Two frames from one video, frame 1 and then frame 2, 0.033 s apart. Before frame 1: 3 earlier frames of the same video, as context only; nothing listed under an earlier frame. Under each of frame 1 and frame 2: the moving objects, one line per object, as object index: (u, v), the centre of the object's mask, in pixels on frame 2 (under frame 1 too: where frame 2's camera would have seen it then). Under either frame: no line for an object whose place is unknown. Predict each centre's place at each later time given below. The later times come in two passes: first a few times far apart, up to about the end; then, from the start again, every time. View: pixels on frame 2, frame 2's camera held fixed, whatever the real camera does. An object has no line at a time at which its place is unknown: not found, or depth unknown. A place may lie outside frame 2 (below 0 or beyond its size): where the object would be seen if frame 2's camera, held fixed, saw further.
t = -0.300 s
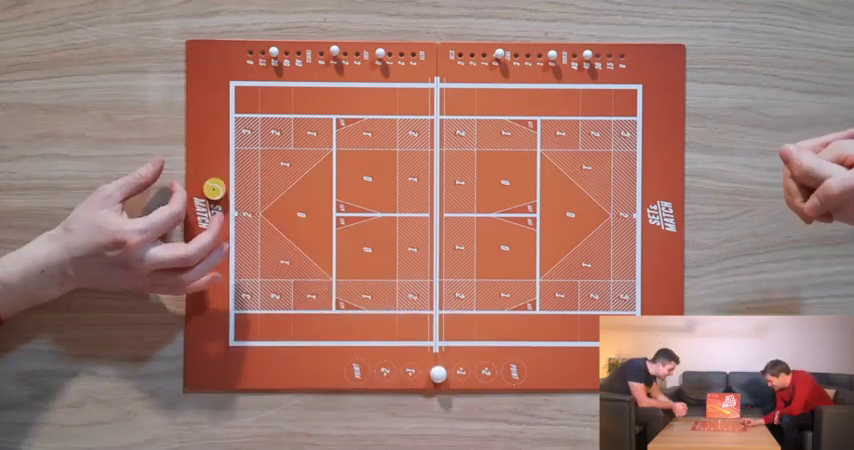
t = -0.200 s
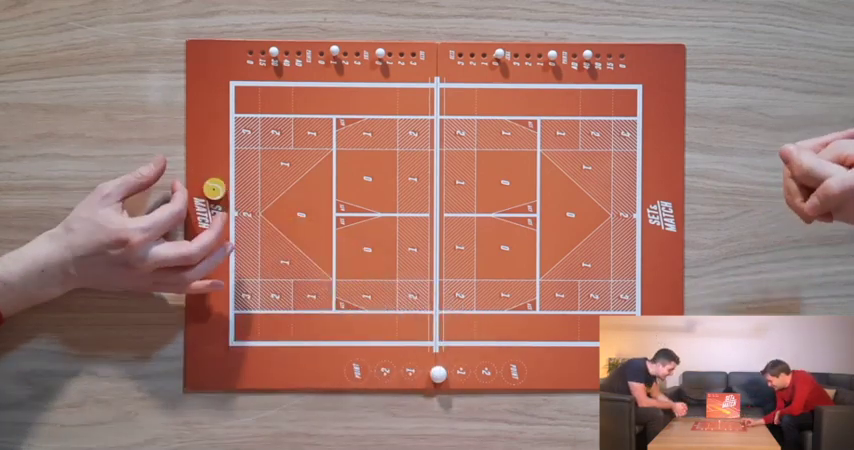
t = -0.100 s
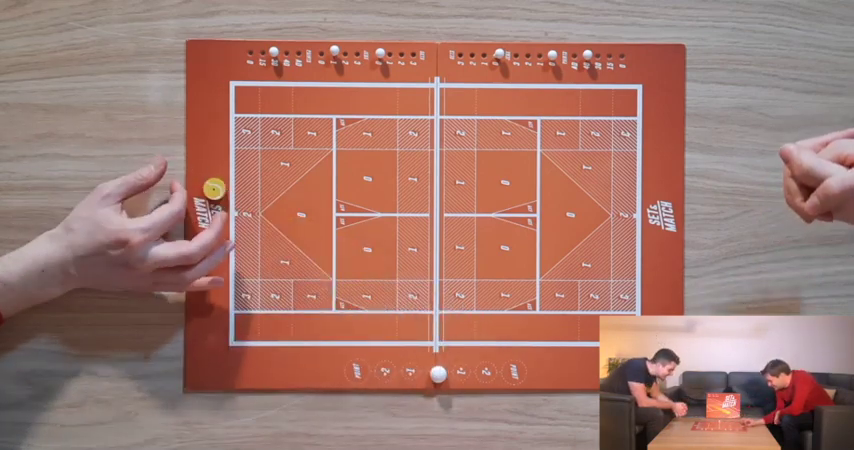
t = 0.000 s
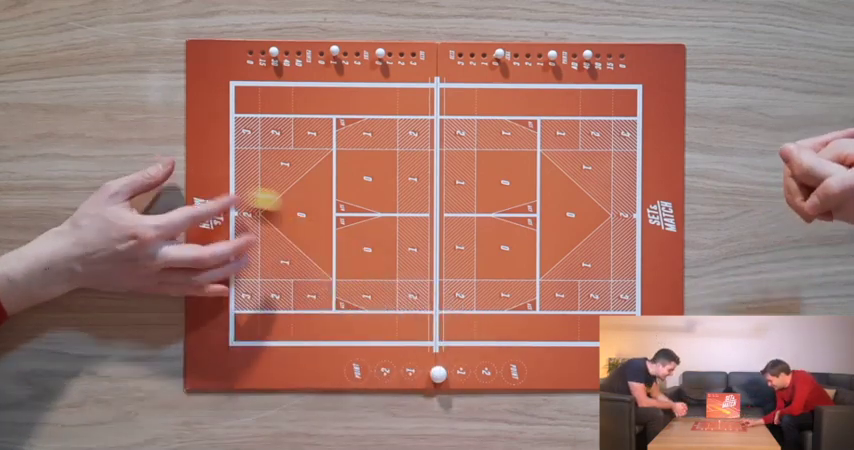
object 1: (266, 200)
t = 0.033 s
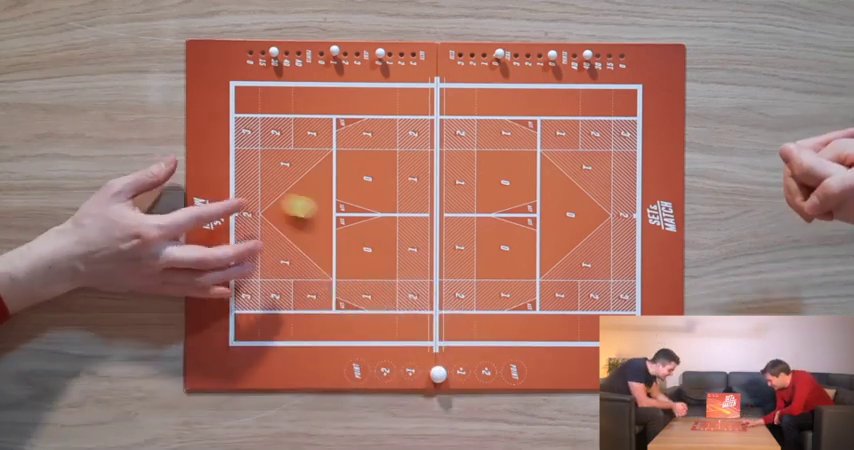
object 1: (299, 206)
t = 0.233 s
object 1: (444, 234)
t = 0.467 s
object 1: (485, 240)
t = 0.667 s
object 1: (485, 241)
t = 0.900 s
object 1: (485, 241)
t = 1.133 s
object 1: (485, 241)
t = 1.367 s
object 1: (485, 240)
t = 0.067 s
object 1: (328, 212)
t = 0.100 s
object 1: (360, 219)
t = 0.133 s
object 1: (384, 224)
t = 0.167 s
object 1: (407, 227)
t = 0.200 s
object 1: (425, 231)
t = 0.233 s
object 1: (444, 234)
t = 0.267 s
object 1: (457, 236)
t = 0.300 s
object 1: (467, 238)
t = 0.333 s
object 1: (476, 239)
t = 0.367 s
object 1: (481, 240)
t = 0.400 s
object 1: (485, 240)
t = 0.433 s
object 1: (485, 241)
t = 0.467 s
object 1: (485, 240)
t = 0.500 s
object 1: (485, 240)
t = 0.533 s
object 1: (485, 241)
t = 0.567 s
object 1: (485, 241)
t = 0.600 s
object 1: (485, 240)
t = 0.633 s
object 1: (485, 241)
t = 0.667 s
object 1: (485, 241)
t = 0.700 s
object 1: (485, 241)
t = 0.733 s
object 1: (485, 241)
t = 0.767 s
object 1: (485, 241)
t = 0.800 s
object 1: (485, 240)
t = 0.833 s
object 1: (485, 240)
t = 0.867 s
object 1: (485, 240)
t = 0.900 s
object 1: (485, 241)
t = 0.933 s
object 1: (485, 241)
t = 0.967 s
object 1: (485, 241)
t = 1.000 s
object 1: (485, 240)
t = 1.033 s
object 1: (485, 240)
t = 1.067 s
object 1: (485, 240)
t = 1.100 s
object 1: (485, 241)
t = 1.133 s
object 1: (485, 241)
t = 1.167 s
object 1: (485, 240)
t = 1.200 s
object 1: (485, 240)
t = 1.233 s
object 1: (485, 240)
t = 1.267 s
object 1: (485, 240)
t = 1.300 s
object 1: (485, 240)
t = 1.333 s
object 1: (485, 240)
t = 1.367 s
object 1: (485, 240)
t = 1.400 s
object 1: (485, 240)
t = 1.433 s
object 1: (485, 240)
